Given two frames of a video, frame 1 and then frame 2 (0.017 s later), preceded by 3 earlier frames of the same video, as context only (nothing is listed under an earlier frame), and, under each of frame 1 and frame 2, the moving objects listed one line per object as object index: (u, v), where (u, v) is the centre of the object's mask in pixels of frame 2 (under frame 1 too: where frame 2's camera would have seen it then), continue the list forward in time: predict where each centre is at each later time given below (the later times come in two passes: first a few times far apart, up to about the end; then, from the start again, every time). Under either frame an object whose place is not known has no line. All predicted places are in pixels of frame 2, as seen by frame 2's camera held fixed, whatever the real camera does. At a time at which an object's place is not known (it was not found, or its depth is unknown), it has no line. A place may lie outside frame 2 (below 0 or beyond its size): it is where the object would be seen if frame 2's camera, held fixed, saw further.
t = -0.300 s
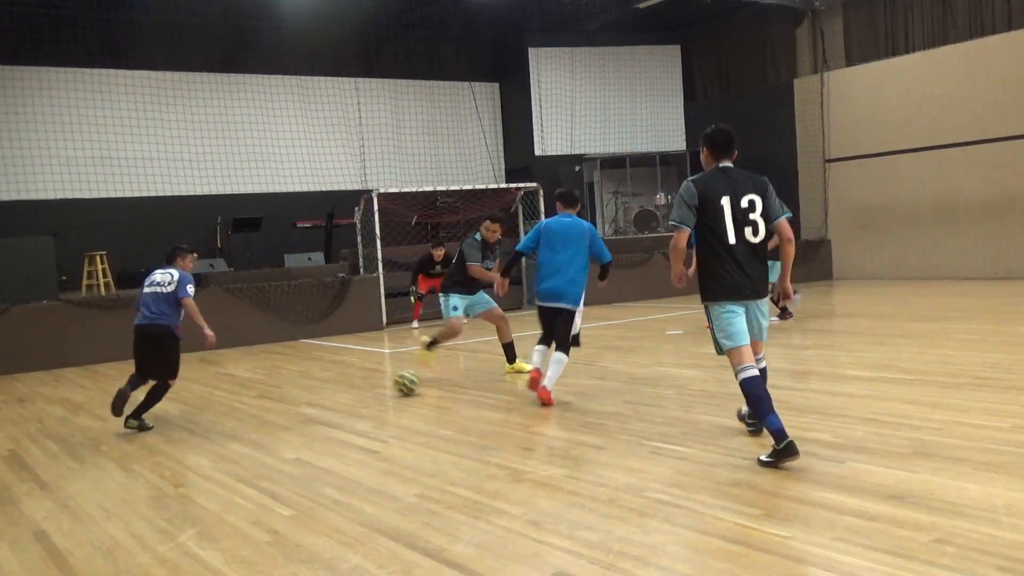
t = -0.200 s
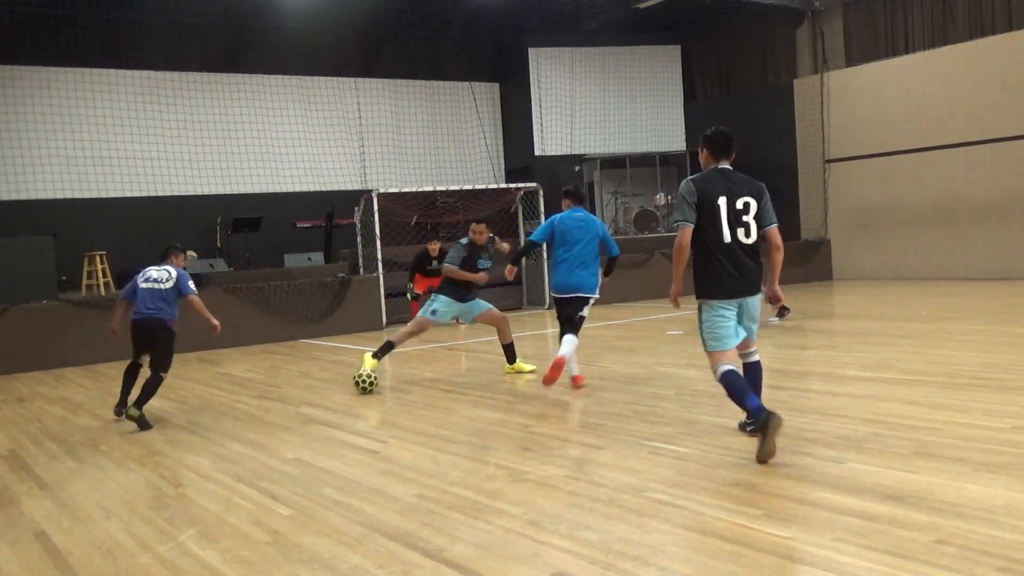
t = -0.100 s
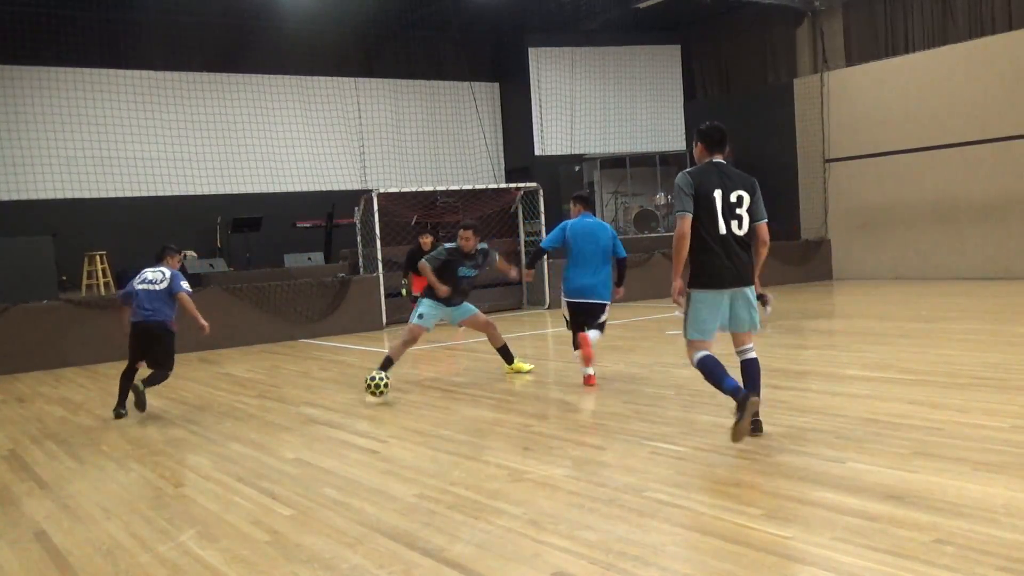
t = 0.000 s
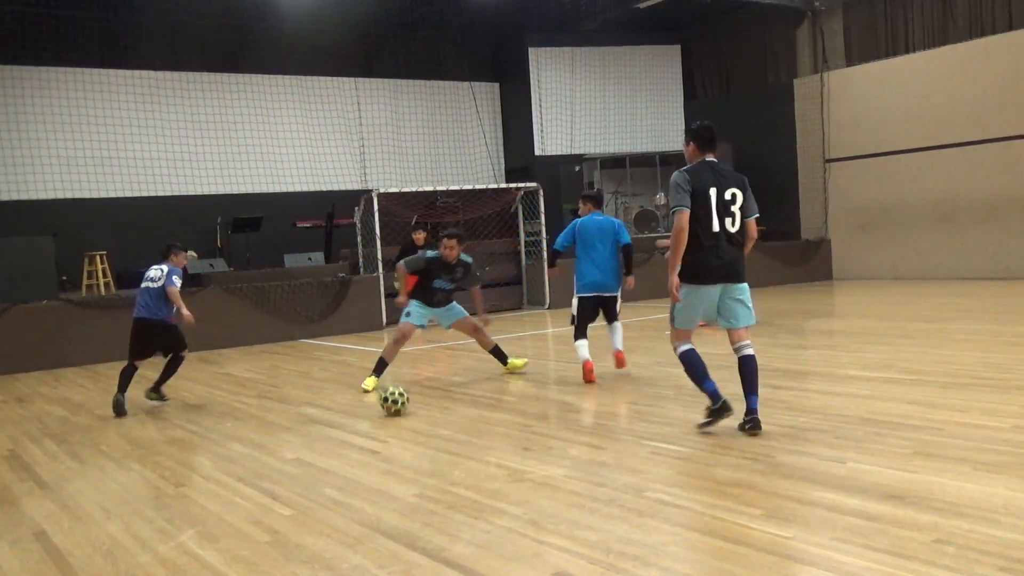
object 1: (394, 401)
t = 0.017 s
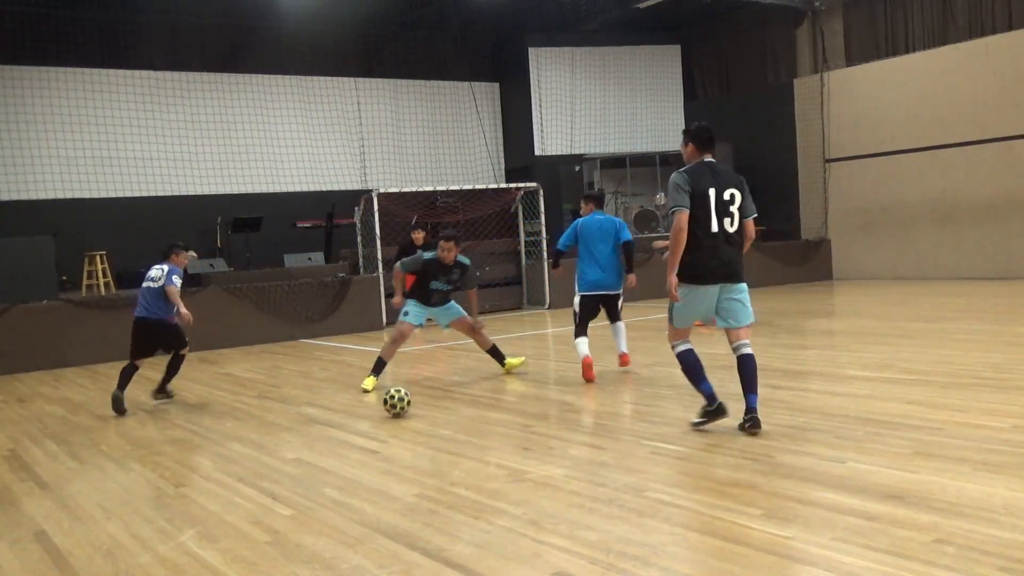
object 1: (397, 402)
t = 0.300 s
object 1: (444, 436)
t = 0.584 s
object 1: (502, 479)
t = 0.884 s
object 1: (594, 544)
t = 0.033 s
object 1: (399, 403)
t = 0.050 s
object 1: (402, 404)
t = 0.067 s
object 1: (404, 405)
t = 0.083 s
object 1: (407, 407)
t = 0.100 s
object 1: (410, 409)
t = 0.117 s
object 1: (413, 413)
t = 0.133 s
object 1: (416, 416)
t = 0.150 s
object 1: (418, 418)
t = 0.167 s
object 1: (421, 419)
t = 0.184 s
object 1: (423, 420)
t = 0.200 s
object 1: (426, 422)
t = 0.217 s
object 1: (429, 425)
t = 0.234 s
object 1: (433, 428)
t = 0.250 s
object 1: (436, 430)
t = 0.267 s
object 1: (439, 432)
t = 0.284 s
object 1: (442, 434)
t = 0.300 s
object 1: (444, 436)
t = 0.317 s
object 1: (448, 439)
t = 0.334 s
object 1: (451, 441)
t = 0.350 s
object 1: (454, 442)
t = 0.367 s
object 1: (457, 445)
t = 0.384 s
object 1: (460, 447)
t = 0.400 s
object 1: (463, 451)
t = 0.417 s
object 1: (467, 453)
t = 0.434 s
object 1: (471, 455)
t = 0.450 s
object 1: (473, 457)
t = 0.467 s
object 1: (477, 460)
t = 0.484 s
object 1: (480, 462)
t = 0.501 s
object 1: (483, 464)
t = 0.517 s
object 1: (486, 465)
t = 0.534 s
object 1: (490, 469)
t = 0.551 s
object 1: (494, 471)
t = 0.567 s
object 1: (498, 475)
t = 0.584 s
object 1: (502, 479)
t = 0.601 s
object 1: (506, 481)
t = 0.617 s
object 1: (510, 484)
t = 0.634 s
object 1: (514, 487)
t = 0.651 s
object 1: (519, 490)
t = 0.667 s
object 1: (523, 494)
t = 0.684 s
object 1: (528, 497)
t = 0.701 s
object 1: (532, 501)
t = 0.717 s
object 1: (537, 504)
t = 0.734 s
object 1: (542, 508)
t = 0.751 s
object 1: (548, 512)
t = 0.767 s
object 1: (553, 517)
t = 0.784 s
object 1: (557, 520)
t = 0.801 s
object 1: (563, 524)
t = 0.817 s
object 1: (569, 529)
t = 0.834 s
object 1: (575, 533)
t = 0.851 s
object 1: (581, 537)
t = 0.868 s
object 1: (588, 540)
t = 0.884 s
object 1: (594, 544)
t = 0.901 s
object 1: (600, 547)
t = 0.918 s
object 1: (607, 549)
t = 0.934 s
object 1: (615, 551)
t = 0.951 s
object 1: (622, 553)
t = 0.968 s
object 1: (628, 555)
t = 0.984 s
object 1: (635, 558)
